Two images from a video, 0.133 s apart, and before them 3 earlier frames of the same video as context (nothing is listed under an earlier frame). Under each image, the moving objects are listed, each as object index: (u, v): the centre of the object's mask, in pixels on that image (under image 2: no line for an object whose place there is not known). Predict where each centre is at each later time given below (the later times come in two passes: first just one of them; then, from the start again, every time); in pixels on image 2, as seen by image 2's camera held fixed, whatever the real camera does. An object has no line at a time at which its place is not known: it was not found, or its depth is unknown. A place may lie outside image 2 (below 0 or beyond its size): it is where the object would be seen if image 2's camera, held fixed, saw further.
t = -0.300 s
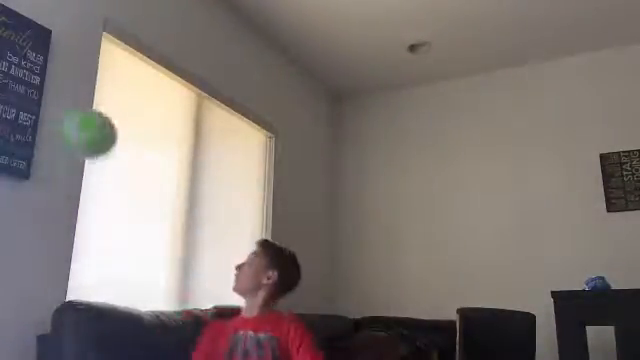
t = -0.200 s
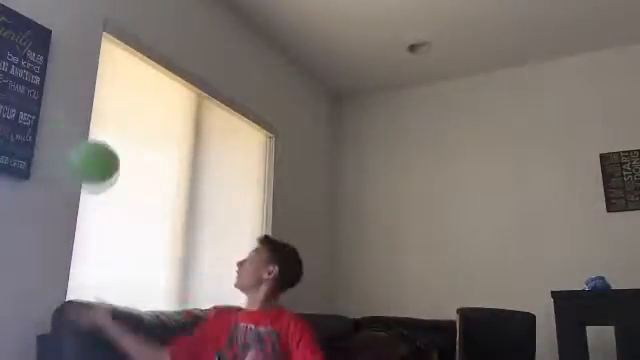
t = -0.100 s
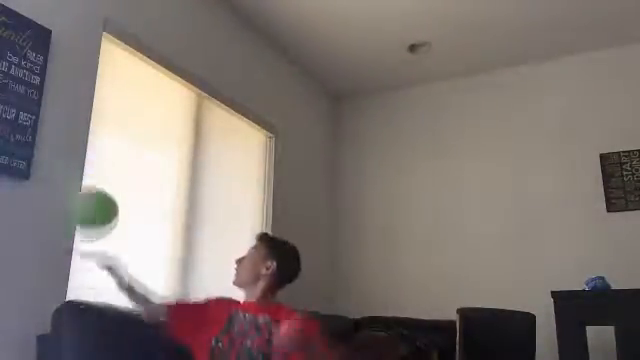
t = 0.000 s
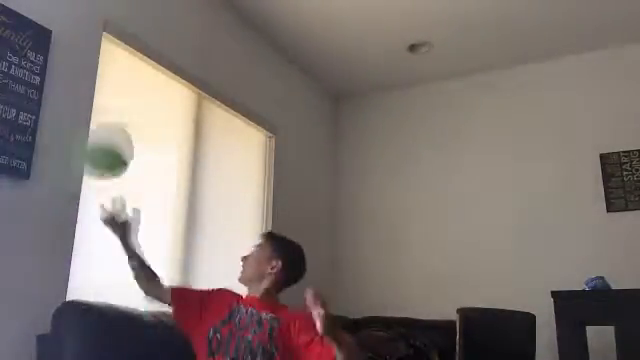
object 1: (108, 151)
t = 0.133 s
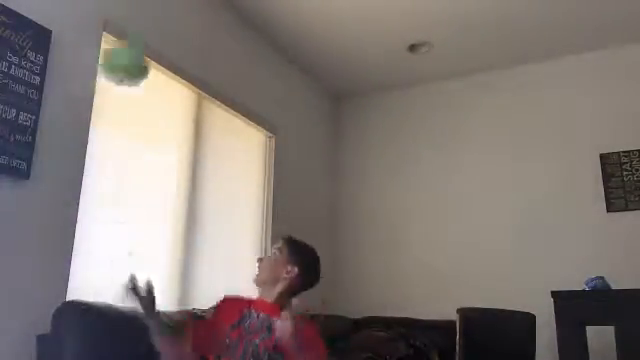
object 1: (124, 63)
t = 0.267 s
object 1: (142, 16)
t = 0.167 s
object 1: (124, 48)
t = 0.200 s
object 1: (129, 22)
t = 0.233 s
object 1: (141, 22)
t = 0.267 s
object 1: (142, 16)
